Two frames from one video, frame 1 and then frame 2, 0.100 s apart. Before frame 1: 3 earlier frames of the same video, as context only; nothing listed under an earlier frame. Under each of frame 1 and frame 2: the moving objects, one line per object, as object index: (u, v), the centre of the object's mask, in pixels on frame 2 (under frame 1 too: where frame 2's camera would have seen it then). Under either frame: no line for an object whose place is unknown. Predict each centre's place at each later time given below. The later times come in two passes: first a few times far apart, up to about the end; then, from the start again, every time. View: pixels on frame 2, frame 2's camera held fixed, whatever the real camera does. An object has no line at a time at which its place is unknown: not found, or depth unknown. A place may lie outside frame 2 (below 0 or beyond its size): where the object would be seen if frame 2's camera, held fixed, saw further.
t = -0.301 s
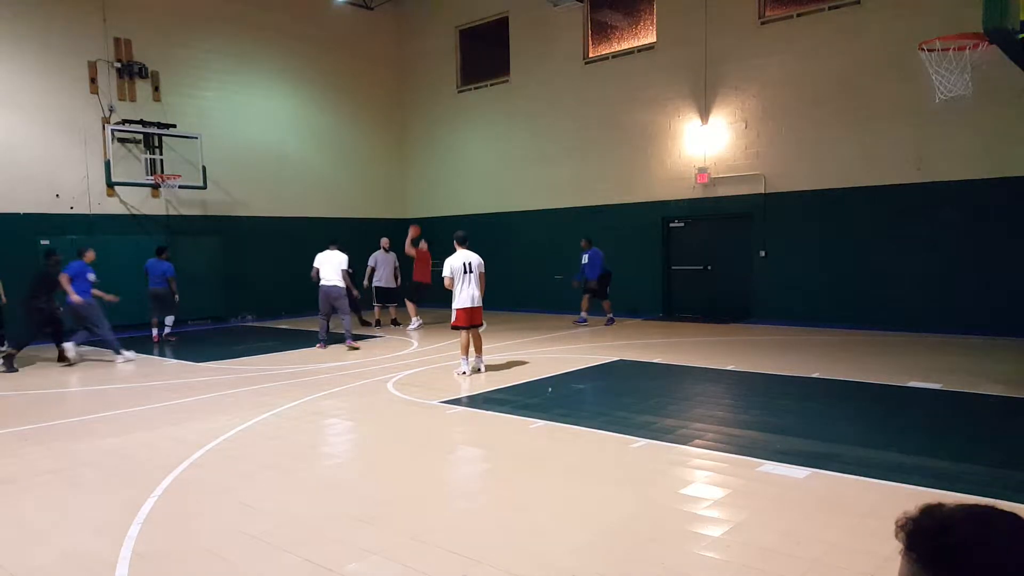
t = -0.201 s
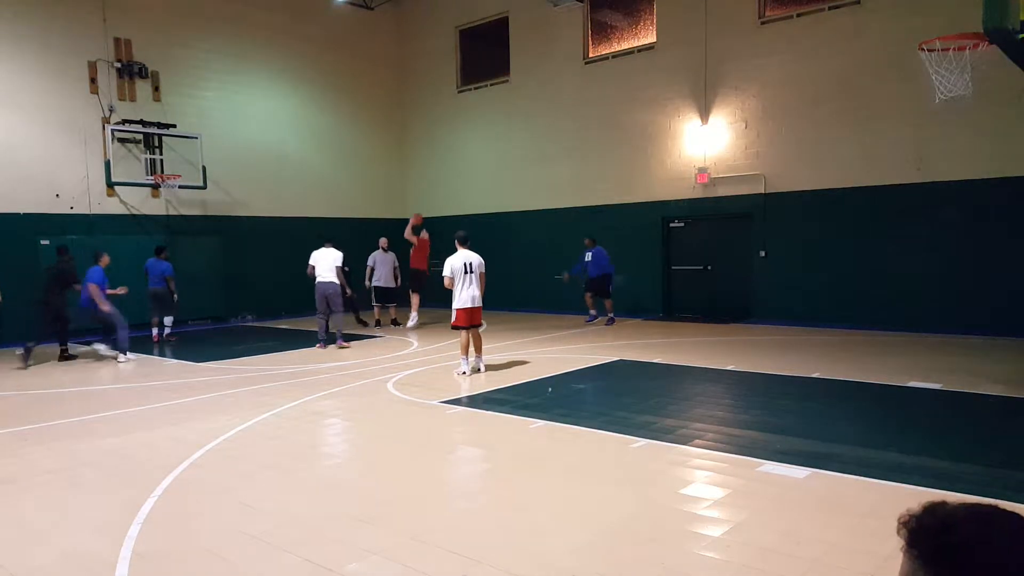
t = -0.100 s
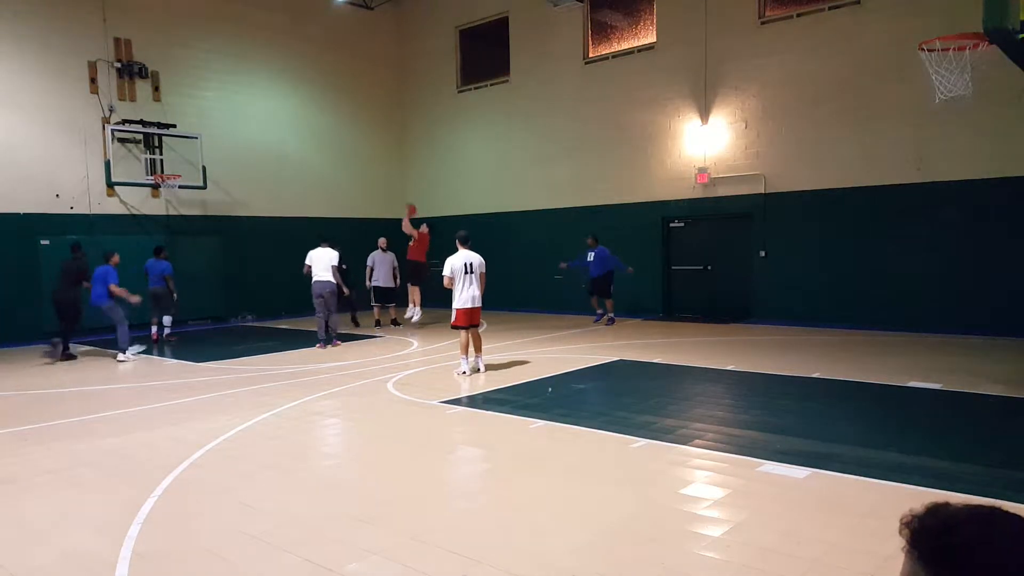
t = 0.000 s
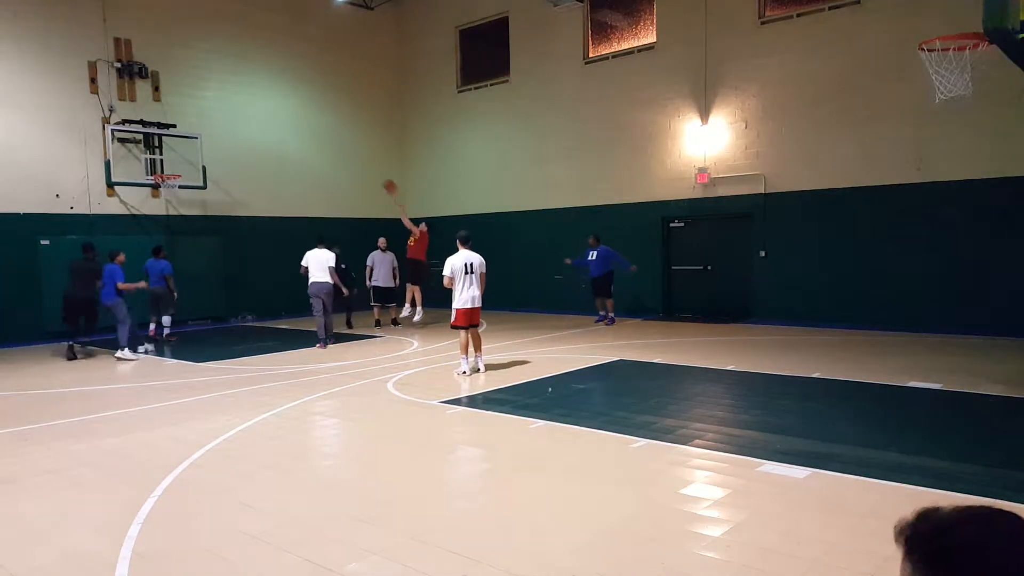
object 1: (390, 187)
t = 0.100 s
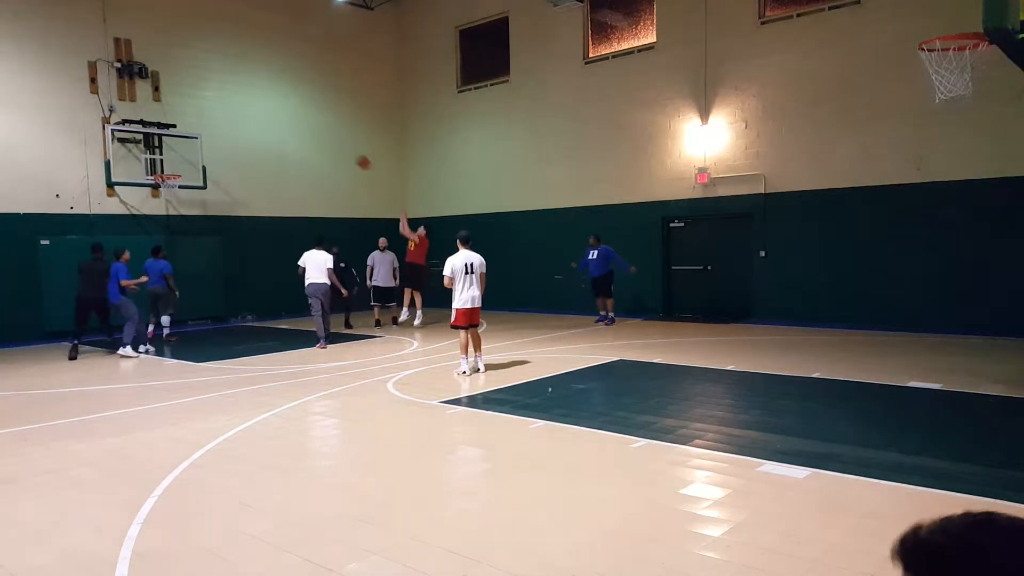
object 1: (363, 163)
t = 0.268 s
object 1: (320, 135)
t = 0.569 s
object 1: (246, 122)
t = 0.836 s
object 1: (185, 150)
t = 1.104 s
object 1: (191, 164)
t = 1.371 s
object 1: (251, 178)
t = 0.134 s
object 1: (355, 156)
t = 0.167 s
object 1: (346, 150)
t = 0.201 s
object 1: (338, 144)
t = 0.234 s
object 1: (329, 139)
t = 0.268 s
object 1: (320, 135)
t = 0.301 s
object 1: (311, 131)
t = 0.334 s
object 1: (303, 128)
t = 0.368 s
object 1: (295, 125)
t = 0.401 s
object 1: (287, 123)
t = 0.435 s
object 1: (278, 122)
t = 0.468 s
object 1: (270, 121)
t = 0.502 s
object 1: (262, 121)
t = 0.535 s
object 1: (254, 121)
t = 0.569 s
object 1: (246, 122)
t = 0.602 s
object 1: (238, 123)
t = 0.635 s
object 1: (230, 126)
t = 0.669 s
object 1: (222, 129)
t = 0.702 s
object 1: (215, 132)
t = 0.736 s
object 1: (207, 136)
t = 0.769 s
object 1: (200, 140)
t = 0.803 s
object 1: (193, 145)
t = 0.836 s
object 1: (185, 150)
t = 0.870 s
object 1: (179, 157)
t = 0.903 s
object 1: (171, 163)
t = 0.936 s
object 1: (164, 170)
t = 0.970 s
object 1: (163, 171)
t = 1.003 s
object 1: (171, 169)
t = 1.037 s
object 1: (178, 167)
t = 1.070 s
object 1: (185, 165)
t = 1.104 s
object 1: (191, 164)
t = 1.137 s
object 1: (199, 164)
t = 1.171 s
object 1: (206, 164)
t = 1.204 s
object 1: (213, 165)
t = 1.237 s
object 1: (221, 166)
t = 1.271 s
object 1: (228, 168)
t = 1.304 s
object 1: (236, 171)
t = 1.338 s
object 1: (243, 174)
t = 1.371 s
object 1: (251, 178)
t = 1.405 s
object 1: (258, 182)
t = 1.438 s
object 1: (266, 187)
